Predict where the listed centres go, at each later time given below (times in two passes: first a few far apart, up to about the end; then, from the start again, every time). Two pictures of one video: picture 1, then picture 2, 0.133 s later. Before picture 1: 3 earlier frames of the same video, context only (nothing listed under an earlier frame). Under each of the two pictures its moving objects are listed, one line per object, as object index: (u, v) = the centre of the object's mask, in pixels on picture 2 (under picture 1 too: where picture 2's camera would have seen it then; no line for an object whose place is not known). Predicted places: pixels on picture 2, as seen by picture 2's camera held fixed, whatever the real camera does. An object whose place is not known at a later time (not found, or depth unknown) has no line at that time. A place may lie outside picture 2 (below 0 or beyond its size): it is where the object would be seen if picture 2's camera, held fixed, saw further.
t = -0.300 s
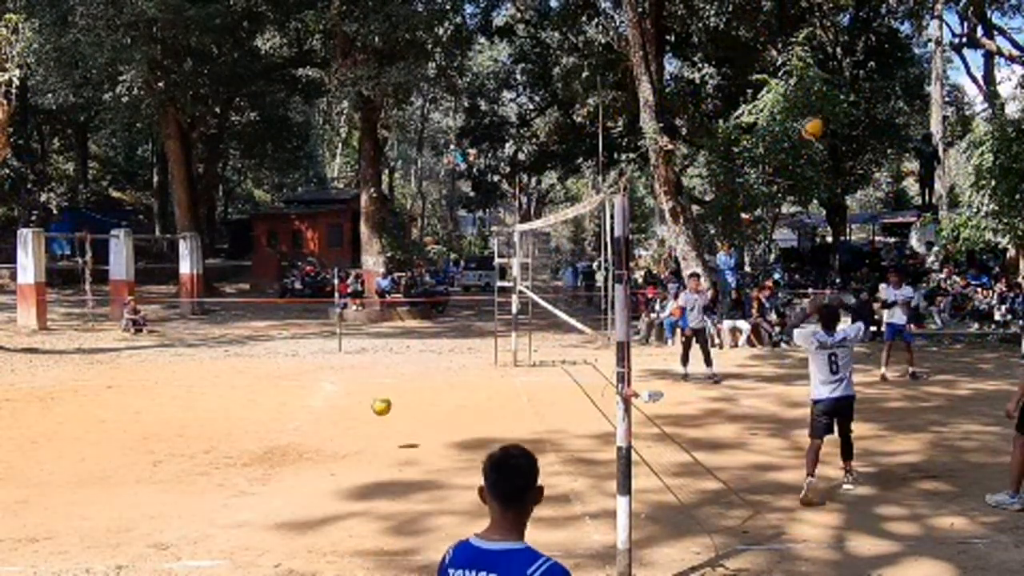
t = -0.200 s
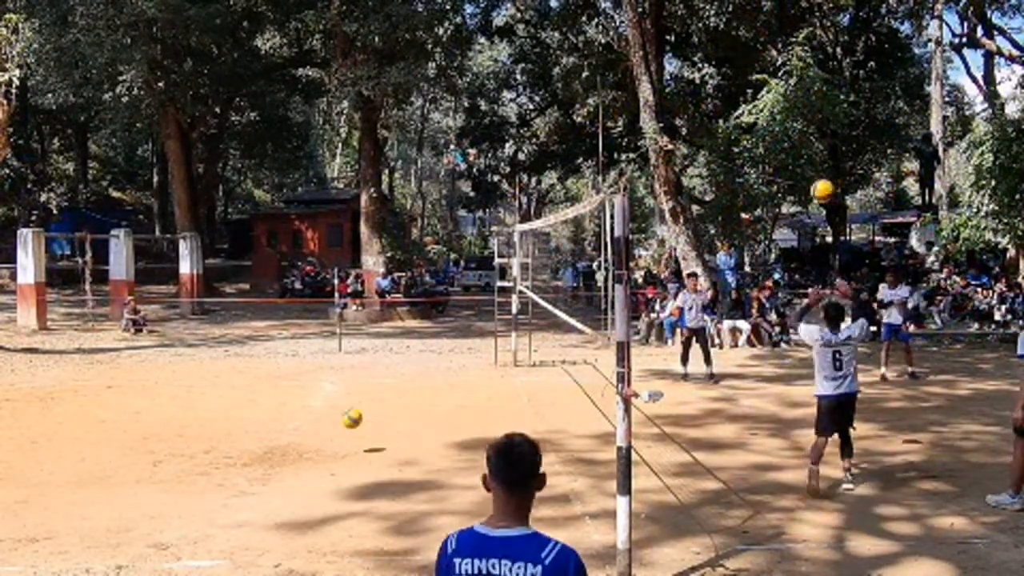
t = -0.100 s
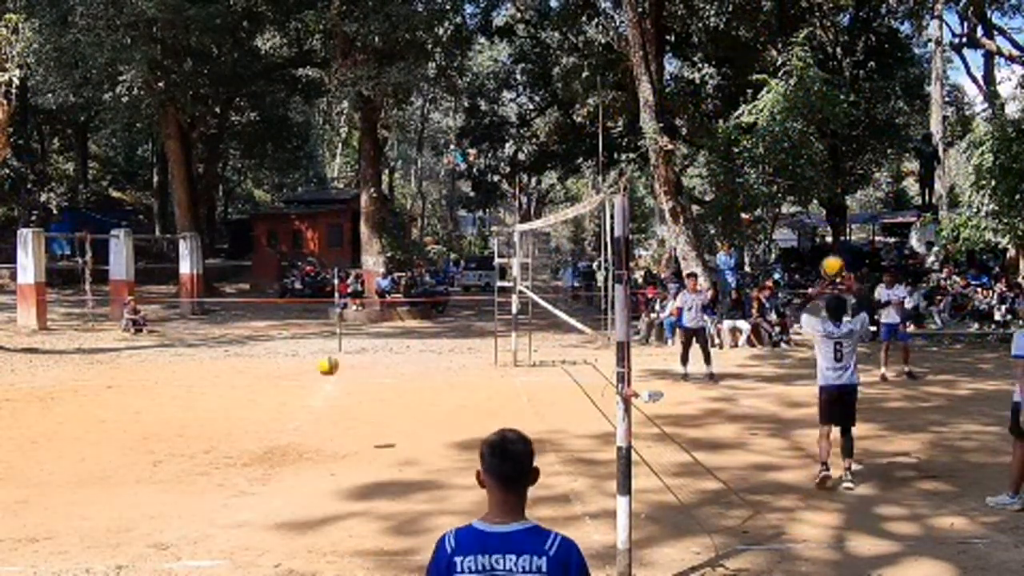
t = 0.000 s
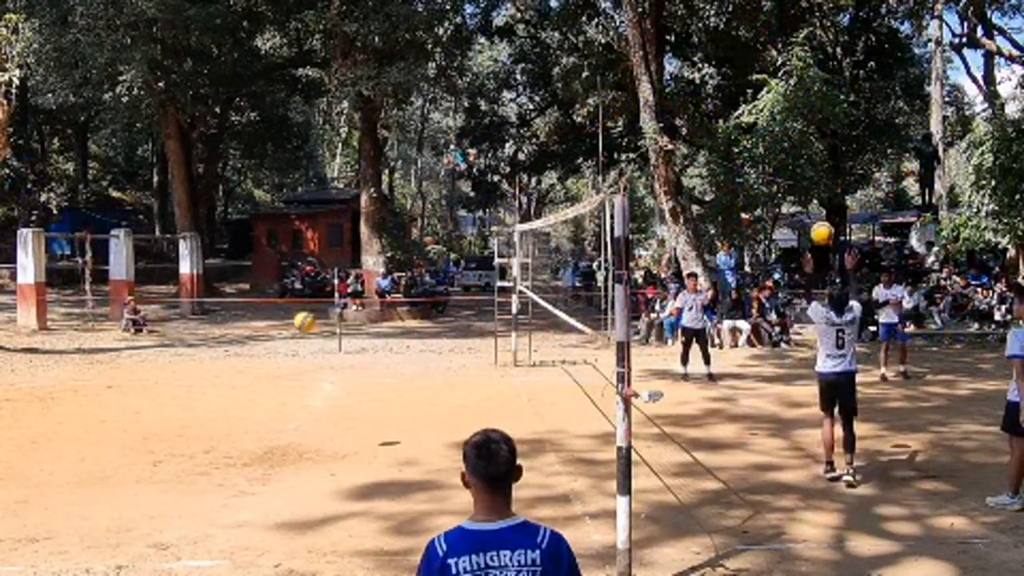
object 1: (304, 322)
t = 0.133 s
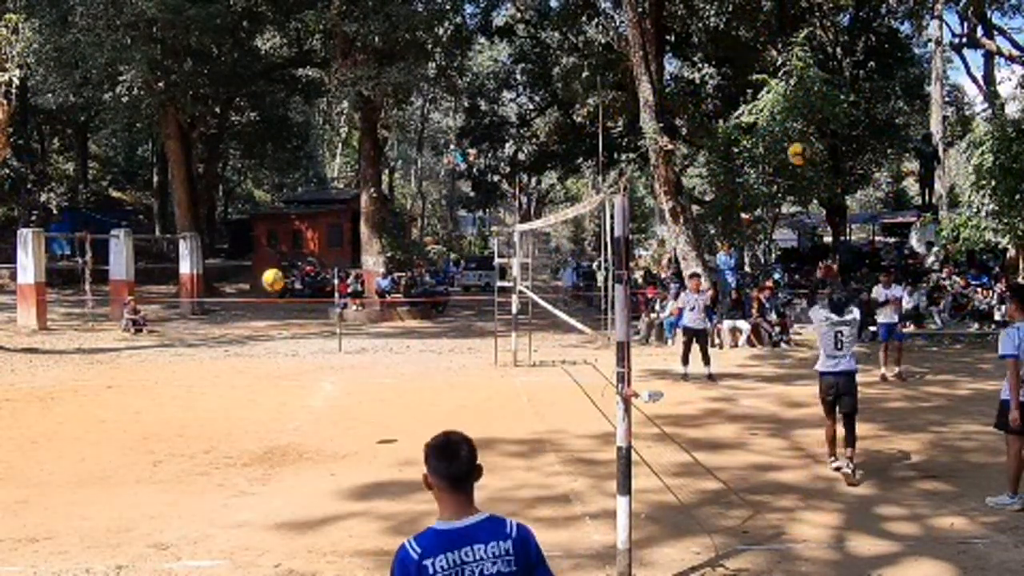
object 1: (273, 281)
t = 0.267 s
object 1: (242, 254)
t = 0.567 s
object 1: (173, 259)
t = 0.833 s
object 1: (117, 341)
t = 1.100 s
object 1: (60, 454)
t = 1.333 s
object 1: (3, 369)
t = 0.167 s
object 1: (265, 272)
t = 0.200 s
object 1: (258, 264)
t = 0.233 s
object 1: (250, 258)
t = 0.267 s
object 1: (242, 254)
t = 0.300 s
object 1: (235, 250)
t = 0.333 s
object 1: (227, 247)
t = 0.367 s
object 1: (219, 246)
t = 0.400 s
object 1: (212, 245)
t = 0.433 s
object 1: (204, 246)
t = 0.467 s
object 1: (197, 247)
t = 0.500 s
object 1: (189, 250)
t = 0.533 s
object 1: (181, 254)
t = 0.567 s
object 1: (173, 259)
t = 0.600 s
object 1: (167, 266)
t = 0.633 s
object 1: (159, 273)
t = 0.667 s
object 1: (152, 281)
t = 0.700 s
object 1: (145, 291)
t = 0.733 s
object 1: (137, 302)
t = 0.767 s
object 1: (131, 315)
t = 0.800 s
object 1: (124, 327)
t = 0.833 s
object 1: (117, 341)
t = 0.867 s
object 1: (110, 356)
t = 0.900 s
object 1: (102, 373)
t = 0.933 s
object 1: (96, 391)
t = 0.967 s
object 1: (89, 410)
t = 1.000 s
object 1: (82, 430)
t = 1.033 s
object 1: (75, 452)
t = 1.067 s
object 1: (69, 471)
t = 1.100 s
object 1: (60, 454)
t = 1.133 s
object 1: (50, 438)
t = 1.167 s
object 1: (41, 424)
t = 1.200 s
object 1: (32, 412)
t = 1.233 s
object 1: (23, 399)
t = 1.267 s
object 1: (14, 388)
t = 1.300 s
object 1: (8, 377)
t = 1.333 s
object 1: (3, 369)
